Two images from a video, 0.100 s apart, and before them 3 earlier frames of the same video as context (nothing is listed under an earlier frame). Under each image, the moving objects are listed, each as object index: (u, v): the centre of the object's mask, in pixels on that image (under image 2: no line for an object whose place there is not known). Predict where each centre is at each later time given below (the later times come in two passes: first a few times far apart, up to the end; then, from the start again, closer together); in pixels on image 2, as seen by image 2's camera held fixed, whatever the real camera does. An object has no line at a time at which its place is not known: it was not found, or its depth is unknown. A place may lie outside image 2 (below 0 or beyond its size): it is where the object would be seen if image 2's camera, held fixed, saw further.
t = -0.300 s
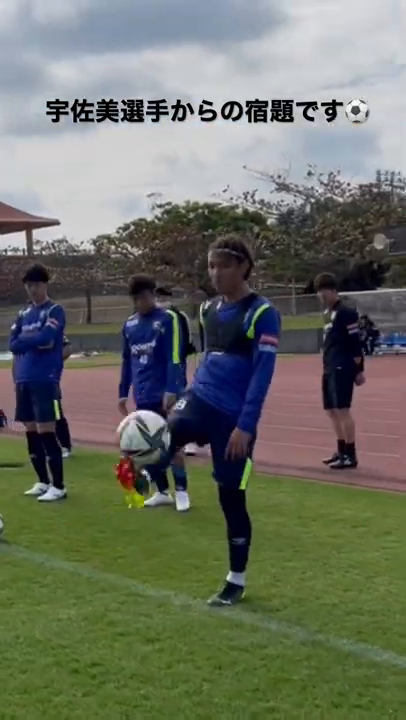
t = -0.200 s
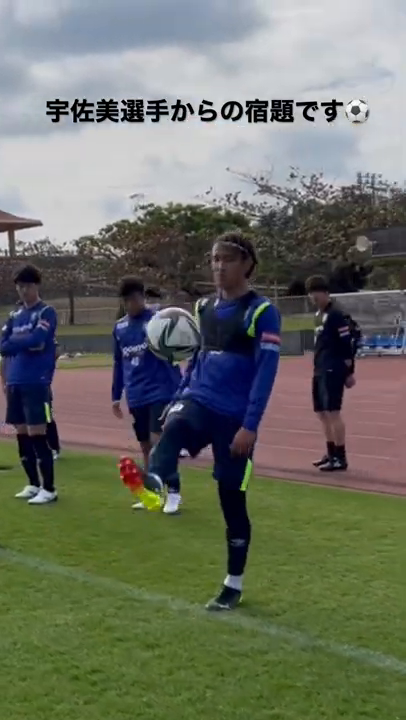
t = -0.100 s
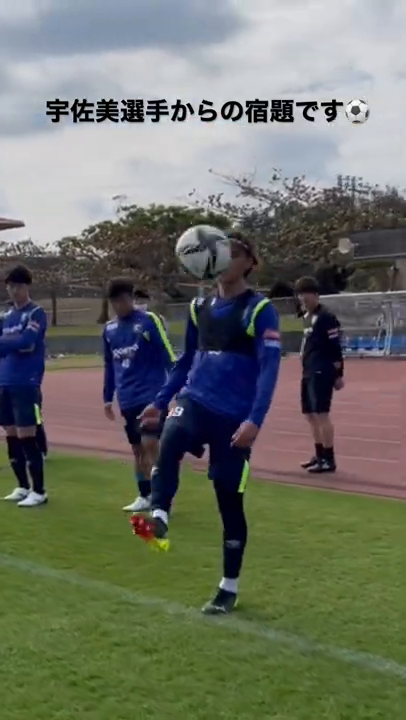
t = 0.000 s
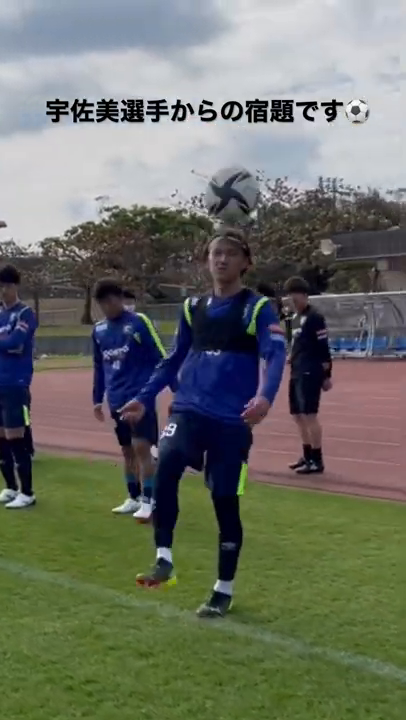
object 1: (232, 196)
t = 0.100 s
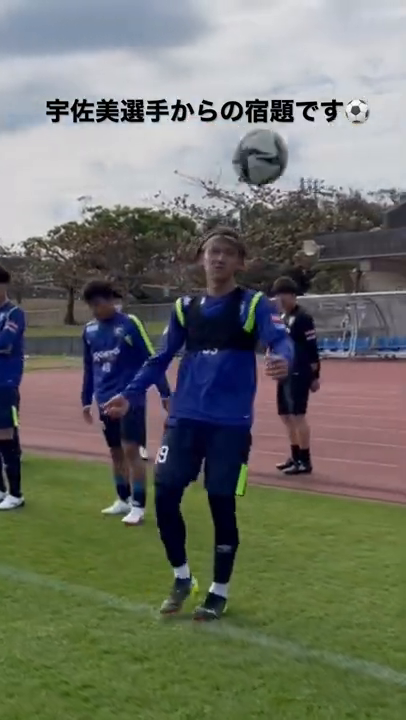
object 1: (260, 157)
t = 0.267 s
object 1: (324, 154)
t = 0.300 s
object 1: (335, 162)
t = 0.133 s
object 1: (273, 151)
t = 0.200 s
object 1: (299, 147)
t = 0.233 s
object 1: (312, 149)
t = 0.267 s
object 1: (324, 154)
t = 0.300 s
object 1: (335, 162)
